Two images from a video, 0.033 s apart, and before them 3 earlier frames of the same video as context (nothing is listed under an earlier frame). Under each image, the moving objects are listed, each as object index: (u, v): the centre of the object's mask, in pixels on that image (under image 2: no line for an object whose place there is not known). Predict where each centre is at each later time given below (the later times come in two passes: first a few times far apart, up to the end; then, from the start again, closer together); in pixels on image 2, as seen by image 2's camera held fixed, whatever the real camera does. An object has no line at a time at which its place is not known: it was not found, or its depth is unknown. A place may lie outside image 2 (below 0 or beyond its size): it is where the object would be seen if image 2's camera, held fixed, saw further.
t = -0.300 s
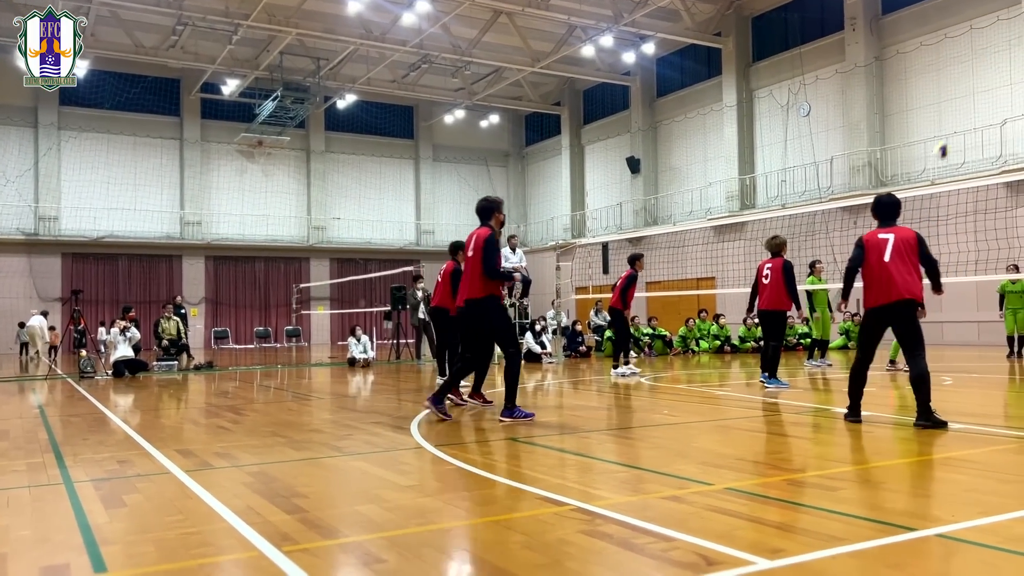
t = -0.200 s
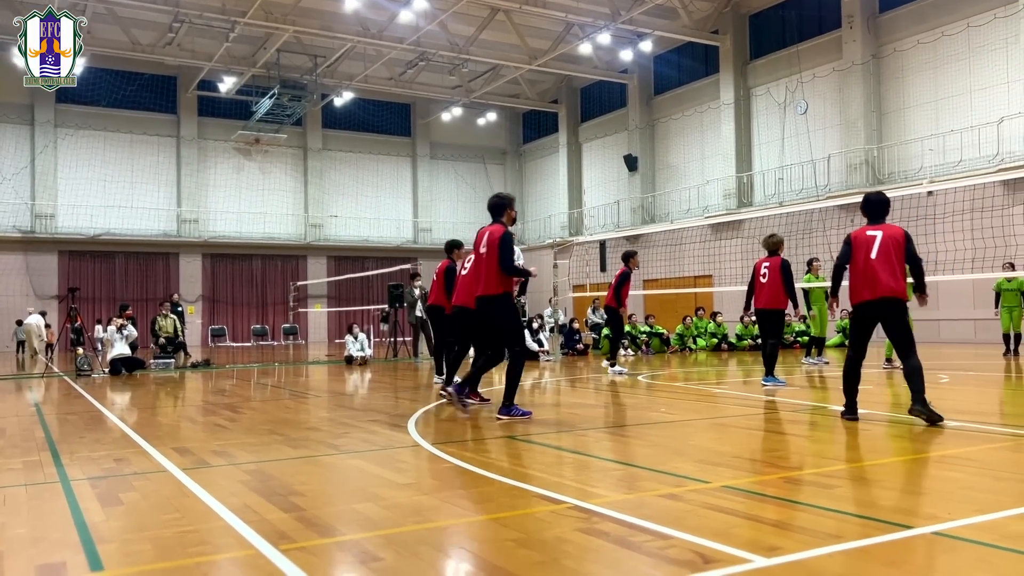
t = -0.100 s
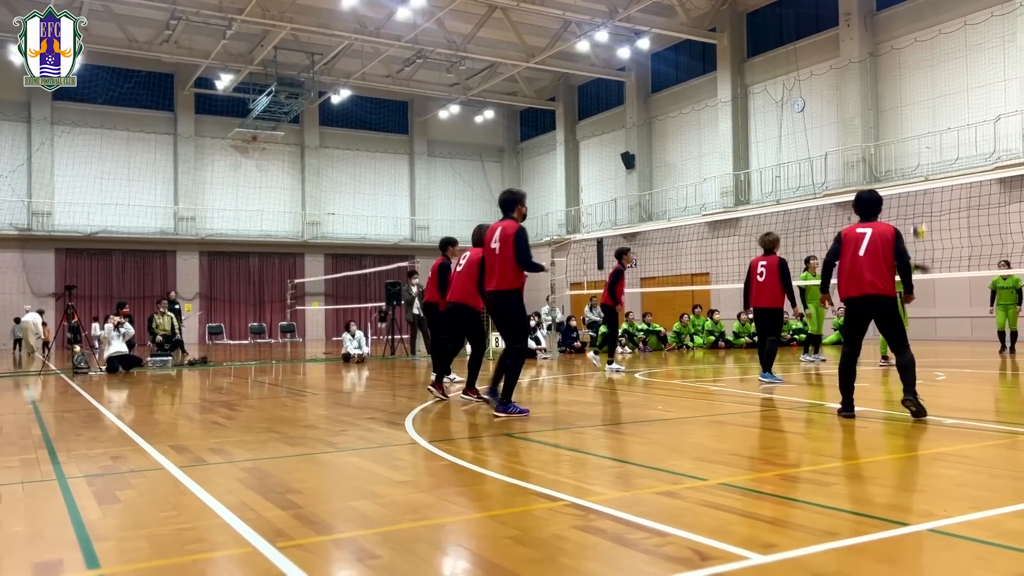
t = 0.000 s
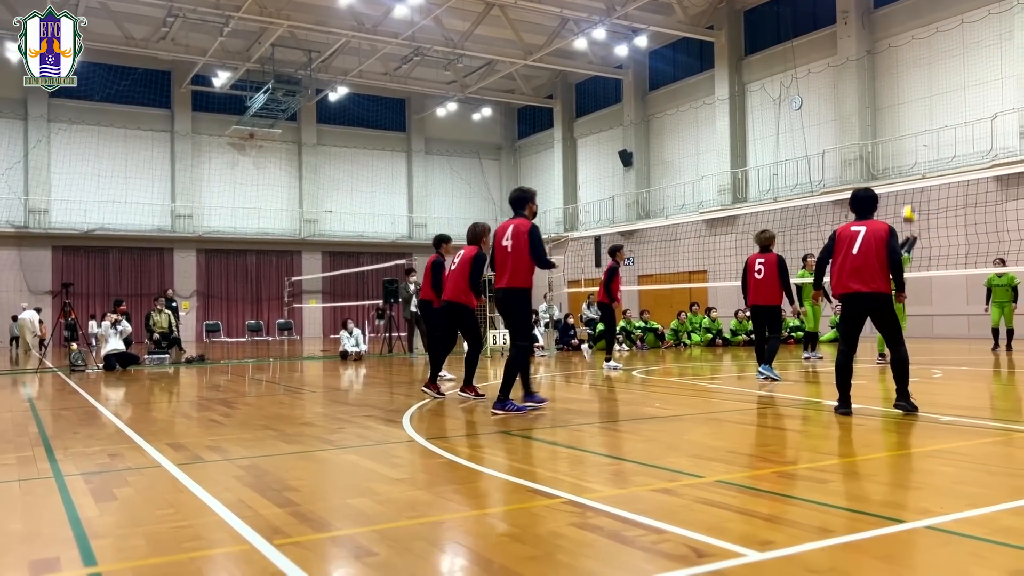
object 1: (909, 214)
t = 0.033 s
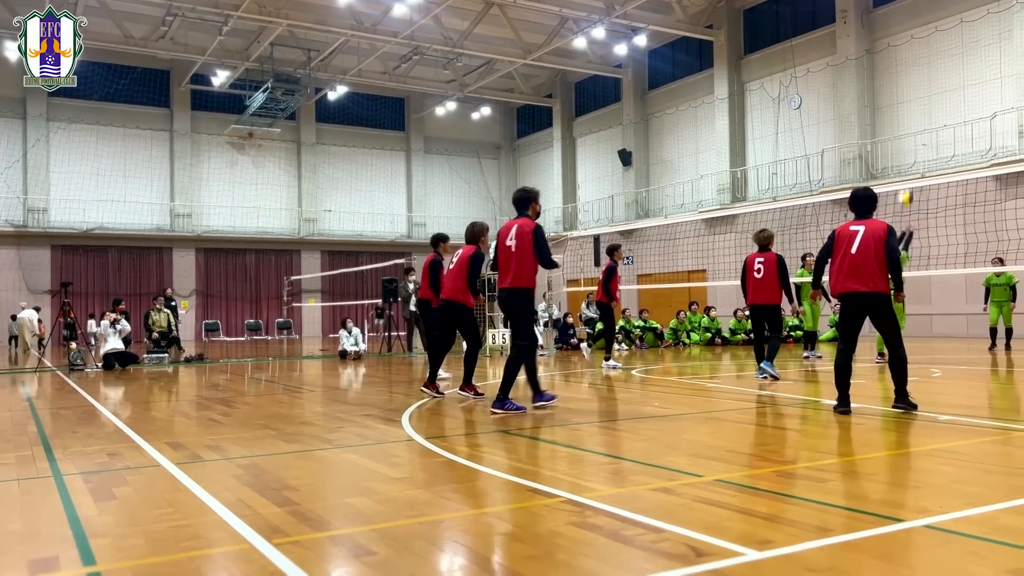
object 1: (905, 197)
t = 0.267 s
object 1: (893, 102)
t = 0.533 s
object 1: (878, 33)
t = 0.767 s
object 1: (866, 19)
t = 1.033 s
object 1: (853, 58)
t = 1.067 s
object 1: (852, 68)
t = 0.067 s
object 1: (902, 179)
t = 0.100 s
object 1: (903, 168)
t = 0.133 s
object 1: (900, 153)
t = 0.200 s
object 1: (896, 126)
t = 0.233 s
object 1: (894, 114)
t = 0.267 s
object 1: (893, 102)
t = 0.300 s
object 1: (891, 91)
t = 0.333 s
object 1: (889, 81)
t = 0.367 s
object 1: (888, 70)
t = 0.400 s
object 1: (886, 62)
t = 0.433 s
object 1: (884, 53)
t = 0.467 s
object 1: (882, 45)
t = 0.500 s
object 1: (880, 39)
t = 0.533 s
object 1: (878, 33)
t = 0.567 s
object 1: (877, 28)
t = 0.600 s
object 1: (875, 23)
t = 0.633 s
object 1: (872, 20)
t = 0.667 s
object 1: (871, 19)
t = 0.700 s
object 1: (869, 19)
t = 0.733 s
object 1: (867, 19)
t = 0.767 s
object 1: (866, 19)
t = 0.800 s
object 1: (864, 20)
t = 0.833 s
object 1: (862, 22)
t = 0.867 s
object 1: (861, 24)
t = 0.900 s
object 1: (860, 27)
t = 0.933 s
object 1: (858, 32)
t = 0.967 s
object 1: (856, 39)
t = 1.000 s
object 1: (855, 48)
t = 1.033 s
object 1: (853, 58)
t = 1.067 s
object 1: (852, 68)
